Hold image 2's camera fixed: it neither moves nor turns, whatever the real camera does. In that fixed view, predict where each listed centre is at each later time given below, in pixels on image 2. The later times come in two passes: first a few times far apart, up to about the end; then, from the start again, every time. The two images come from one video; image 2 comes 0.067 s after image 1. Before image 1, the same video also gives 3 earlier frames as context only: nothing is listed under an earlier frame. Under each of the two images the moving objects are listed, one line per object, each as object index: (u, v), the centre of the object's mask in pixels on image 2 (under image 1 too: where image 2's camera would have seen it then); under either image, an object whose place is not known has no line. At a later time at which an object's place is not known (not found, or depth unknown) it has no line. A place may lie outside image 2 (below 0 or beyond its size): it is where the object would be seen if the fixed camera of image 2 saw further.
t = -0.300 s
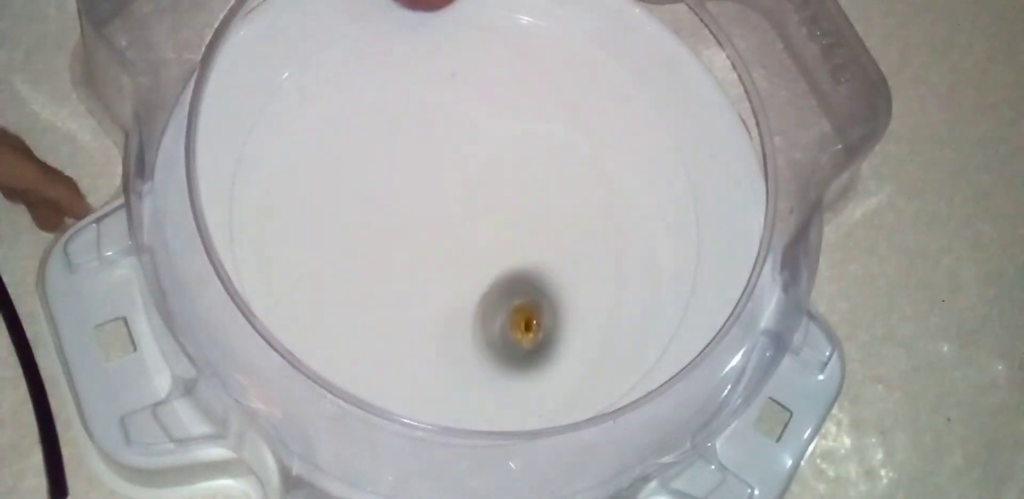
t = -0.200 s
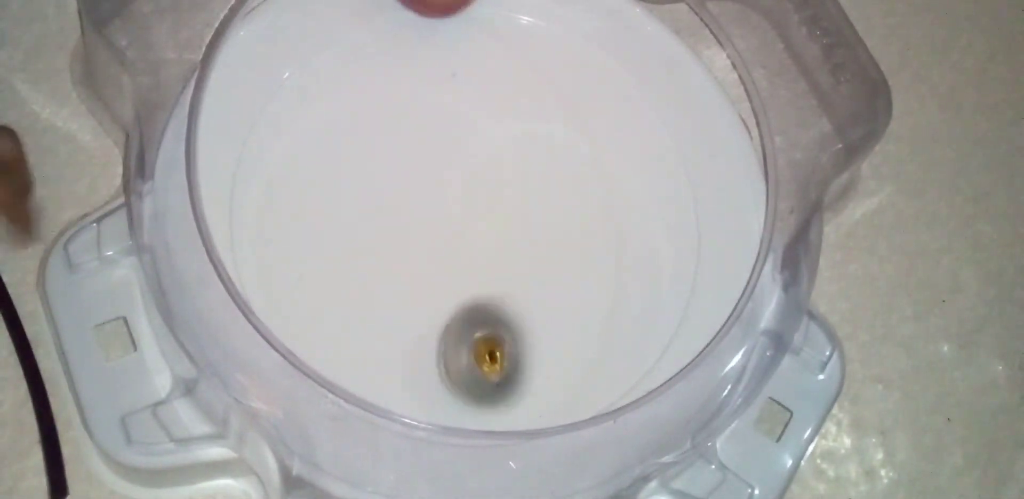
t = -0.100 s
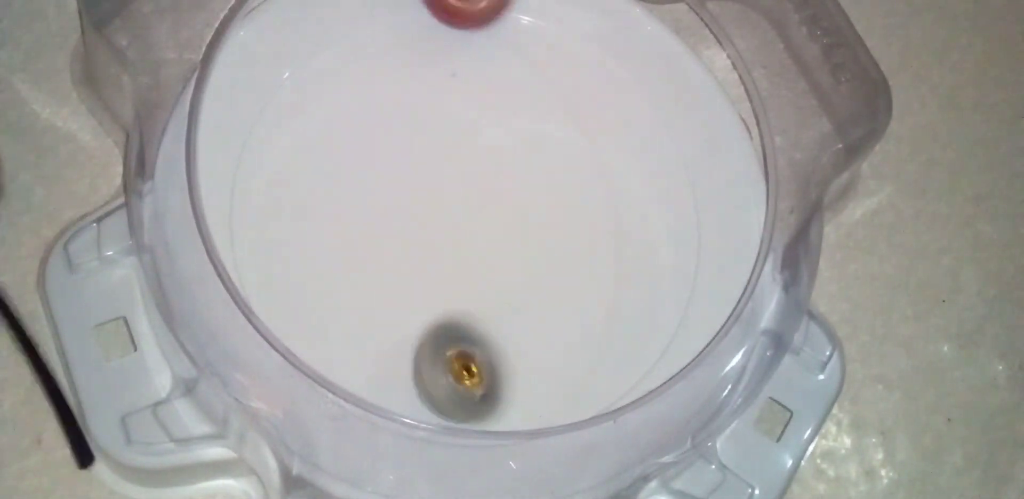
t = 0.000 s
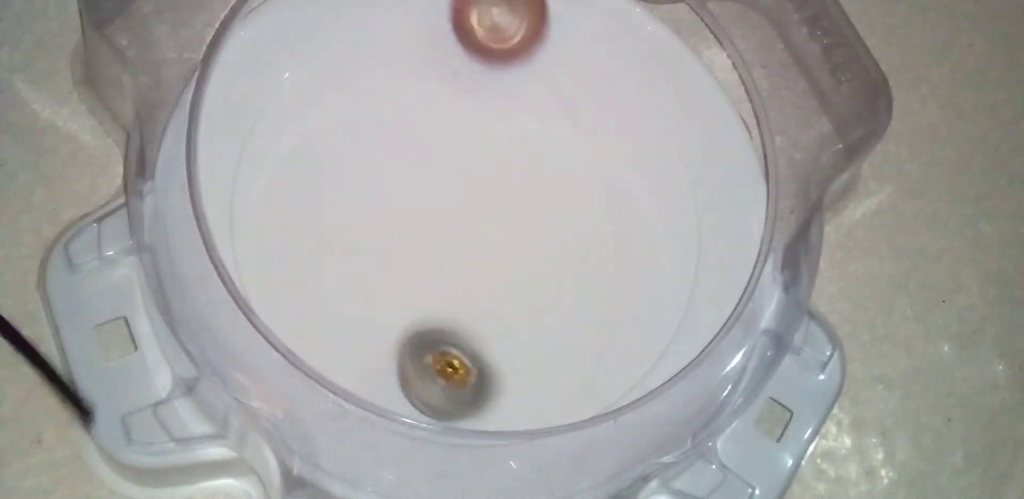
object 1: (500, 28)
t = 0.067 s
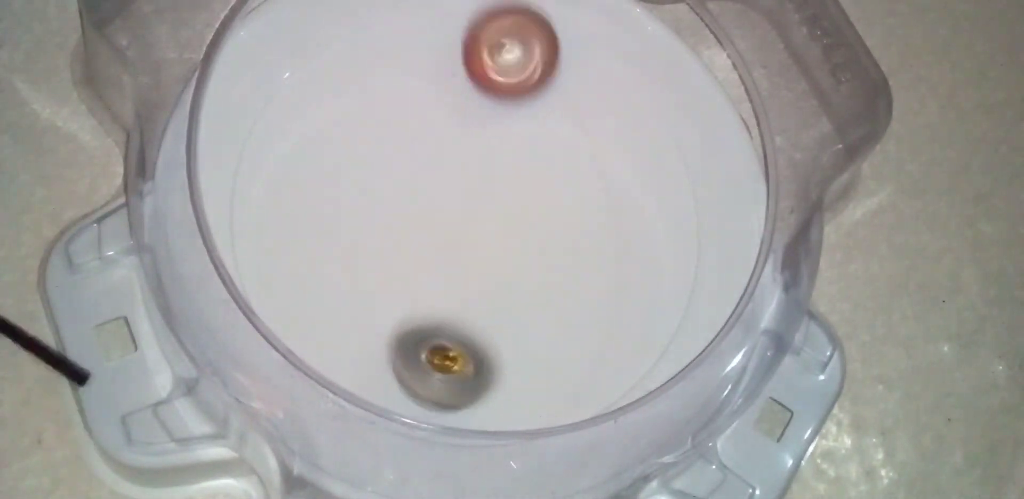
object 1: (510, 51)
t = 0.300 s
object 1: (530, 177)
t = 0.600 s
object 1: (477, 160)
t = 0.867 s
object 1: (347, 170)
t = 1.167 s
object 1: (336, 219)
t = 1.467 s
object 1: (408, 280)
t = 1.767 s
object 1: (505, 300)
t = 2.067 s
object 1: (573, 256)
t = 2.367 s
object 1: (575, 235)
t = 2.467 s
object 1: (558, 237)
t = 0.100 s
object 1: (515, 70)
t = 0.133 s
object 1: (520, 90)
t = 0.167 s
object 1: (523, 108)
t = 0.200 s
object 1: (526, 126)
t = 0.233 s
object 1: (528, 144)
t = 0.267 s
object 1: (530, 161)
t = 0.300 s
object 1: (530, 177)
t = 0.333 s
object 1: (529, 191)
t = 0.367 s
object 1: (528, 196)
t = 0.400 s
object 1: (527, 179)
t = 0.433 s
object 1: (525, 166)
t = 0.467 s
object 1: (522, 158)
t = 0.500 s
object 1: (514, 155)
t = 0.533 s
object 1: (503, 156)
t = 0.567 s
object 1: (490, 158)
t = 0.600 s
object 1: (477, 160)
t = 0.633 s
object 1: (463, 164)
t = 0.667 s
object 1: (449, 168)
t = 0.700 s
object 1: (436, 172)
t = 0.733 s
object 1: (408, 168)
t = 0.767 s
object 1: (386, 166)
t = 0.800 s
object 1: (370, 167)
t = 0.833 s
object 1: (358, 168)
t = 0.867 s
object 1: (347, 170)
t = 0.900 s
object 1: (336, 173)
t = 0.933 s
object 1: (327, 176)
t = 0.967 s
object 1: (319, 179)
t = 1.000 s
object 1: (311, 184)
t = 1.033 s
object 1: (305, 190)
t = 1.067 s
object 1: (306, 198)
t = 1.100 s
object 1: (311, 206)
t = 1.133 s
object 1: (320, 213)
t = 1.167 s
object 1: (336, 219)
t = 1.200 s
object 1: (354, 222)
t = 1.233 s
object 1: (368, 223)
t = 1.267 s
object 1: (386, 224)
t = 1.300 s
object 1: (403, 222)
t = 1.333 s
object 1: (405, 231)
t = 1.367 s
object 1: (398, 248)
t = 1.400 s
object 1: (398, 260)
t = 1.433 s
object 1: (401, 270)
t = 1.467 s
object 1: (408, 280)
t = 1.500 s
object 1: (415, 289)
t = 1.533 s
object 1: (423, 298)
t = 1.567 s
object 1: (433, 305)
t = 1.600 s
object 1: (443, 310)
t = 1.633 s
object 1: (455, 314)
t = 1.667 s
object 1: (468, 314)
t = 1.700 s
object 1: (480, 313)
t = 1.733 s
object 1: (494, 309)
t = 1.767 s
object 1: (505, 300)
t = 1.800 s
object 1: (512, 292)
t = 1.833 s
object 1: (521, 282)
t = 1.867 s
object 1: (527, 270)
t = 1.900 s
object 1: (533, 260)
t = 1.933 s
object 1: (538, 248)
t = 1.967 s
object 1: (548, 251)
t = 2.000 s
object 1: (562, 256)
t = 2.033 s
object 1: (567, 257)
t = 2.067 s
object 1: (573, 256)
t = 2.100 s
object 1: (579, 255)
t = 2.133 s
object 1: (586, 255)
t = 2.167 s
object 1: (592, 254)
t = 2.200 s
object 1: (595, 253)
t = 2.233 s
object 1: (598, 251)
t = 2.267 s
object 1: (596, 248)
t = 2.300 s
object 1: (592, 243)
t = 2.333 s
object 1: (583, 238)
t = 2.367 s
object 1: (575, 235)
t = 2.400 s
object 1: (563, 230)
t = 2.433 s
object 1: (553, 228)
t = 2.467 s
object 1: (558, 237)
